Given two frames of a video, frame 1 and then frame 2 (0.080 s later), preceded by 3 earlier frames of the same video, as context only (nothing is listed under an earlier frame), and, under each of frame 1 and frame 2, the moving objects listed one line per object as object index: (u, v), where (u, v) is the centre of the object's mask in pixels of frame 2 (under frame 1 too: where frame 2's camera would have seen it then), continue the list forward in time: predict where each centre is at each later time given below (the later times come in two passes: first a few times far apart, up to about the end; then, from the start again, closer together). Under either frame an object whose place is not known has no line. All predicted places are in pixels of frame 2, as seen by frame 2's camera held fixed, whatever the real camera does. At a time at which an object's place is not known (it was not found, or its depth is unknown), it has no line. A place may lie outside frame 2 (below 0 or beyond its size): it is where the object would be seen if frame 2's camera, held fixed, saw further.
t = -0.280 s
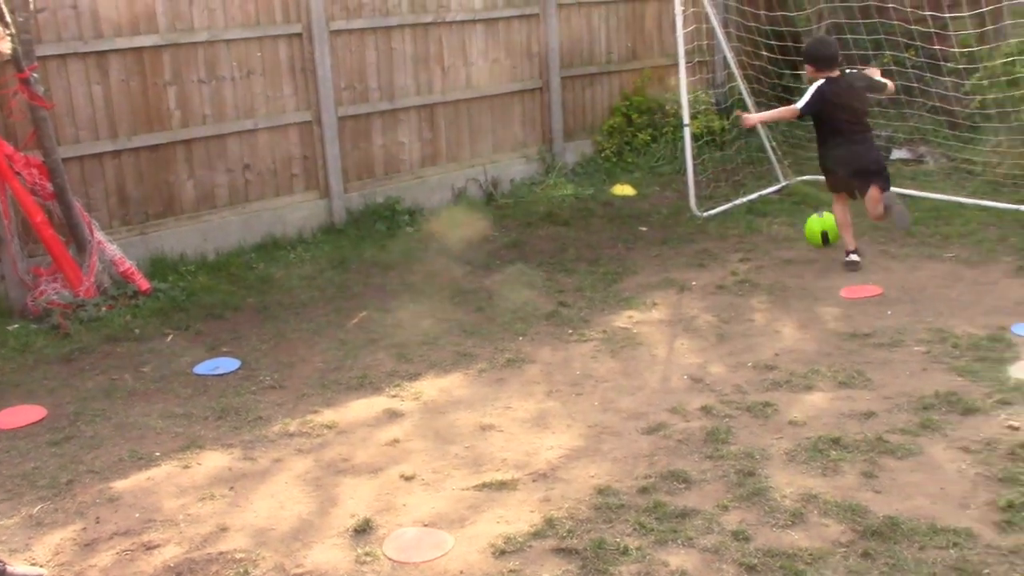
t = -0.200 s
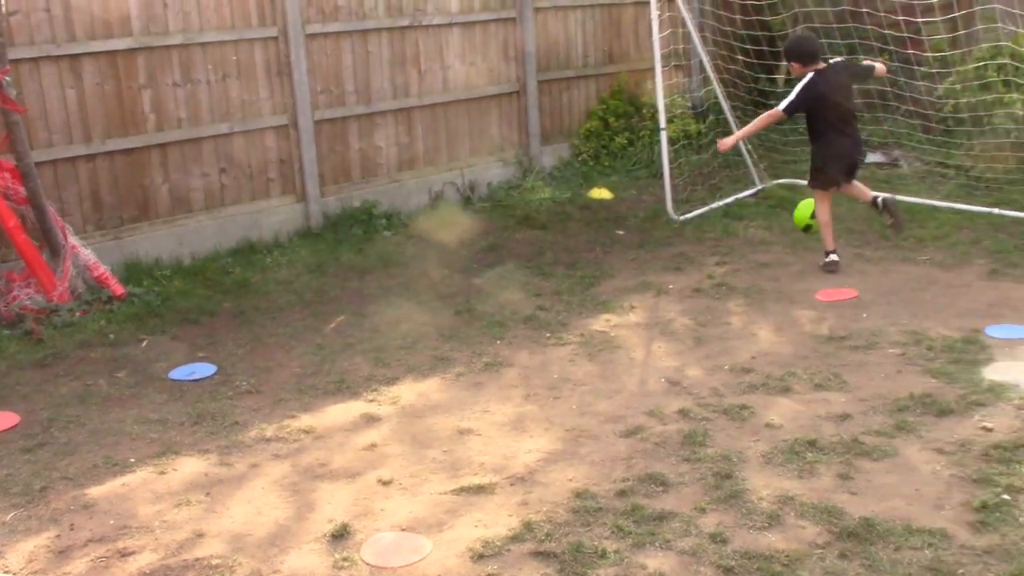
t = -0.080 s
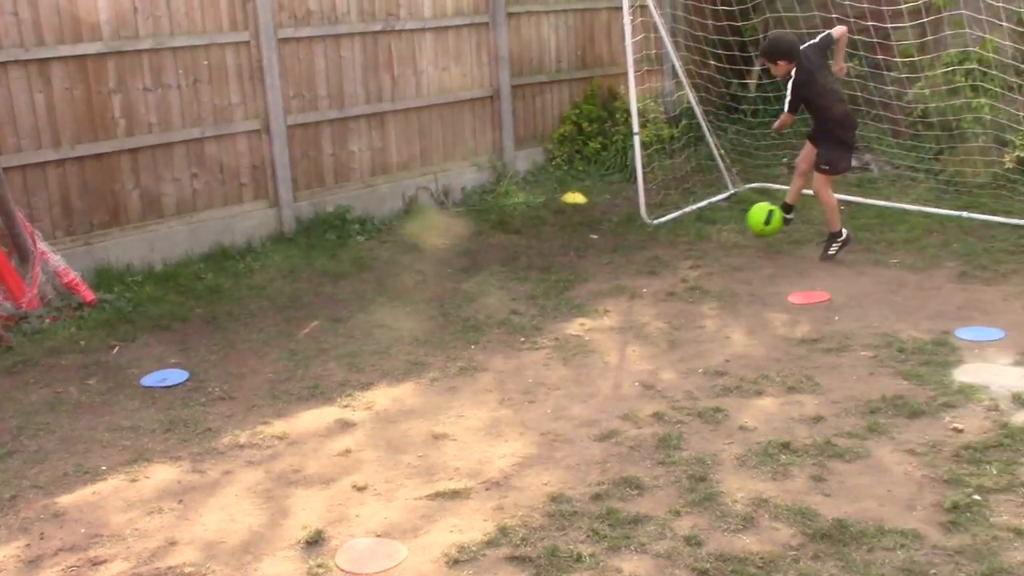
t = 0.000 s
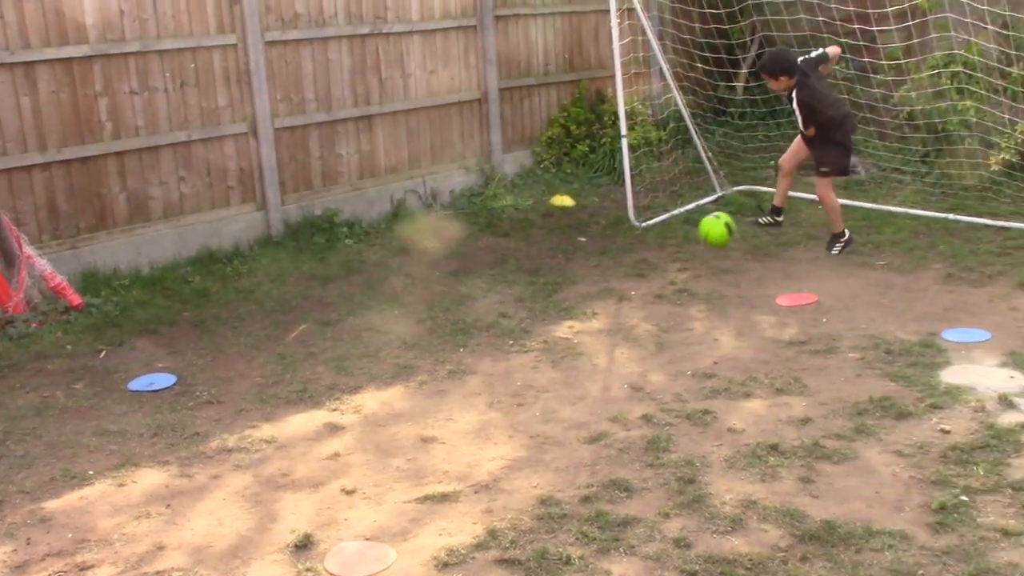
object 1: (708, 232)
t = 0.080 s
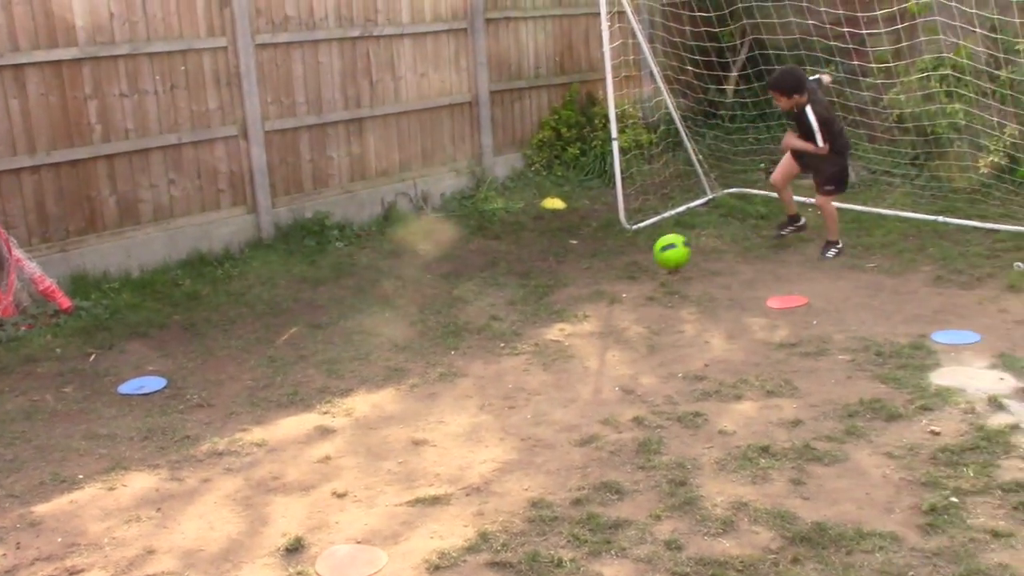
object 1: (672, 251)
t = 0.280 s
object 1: (603, 244)
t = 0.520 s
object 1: (530, 263)
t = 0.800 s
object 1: (458, 281)
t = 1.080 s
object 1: (388, 295)
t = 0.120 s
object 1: (655, 262)
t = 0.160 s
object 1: (642, 253)
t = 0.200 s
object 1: (630, 247)
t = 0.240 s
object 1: (616, 244)
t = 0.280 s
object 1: (603, 244)
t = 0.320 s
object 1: (590, 247)
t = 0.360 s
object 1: (576, 253)
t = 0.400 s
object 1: (564, 263)
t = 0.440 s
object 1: (551, 274)
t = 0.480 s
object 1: (541, 271)
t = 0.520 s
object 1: (530, 263)
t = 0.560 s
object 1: (520, 259)
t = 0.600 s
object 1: (509, 257)
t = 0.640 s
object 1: (498, 260)
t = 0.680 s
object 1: (488, 265)
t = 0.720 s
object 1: (478, 273)
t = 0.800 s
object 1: (458, 281)
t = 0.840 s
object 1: (447, 274)
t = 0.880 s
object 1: (437, 271)
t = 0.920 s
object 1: (428, 269)
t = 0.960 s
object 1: (417, 271)
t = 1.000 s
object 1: (407, 276)
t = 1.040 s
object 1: (398, 284)
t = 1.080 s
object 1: (388, 295)
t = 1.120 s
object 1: (377, 292)
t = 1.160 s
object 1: (365, 288)
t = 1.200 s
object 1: (354, 289)
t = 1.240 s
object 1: (344, 291)
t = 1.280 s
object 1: (334, 297)
